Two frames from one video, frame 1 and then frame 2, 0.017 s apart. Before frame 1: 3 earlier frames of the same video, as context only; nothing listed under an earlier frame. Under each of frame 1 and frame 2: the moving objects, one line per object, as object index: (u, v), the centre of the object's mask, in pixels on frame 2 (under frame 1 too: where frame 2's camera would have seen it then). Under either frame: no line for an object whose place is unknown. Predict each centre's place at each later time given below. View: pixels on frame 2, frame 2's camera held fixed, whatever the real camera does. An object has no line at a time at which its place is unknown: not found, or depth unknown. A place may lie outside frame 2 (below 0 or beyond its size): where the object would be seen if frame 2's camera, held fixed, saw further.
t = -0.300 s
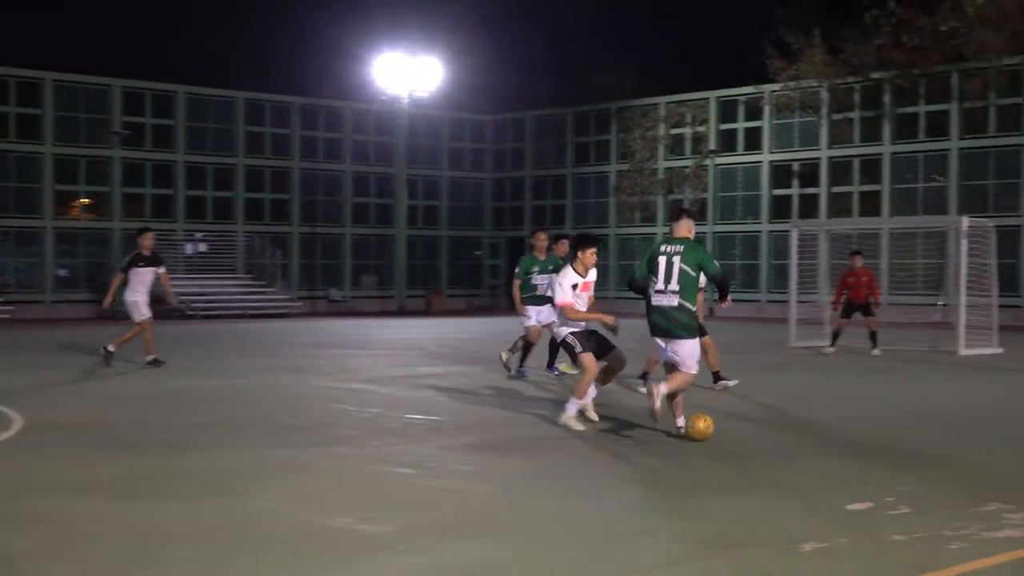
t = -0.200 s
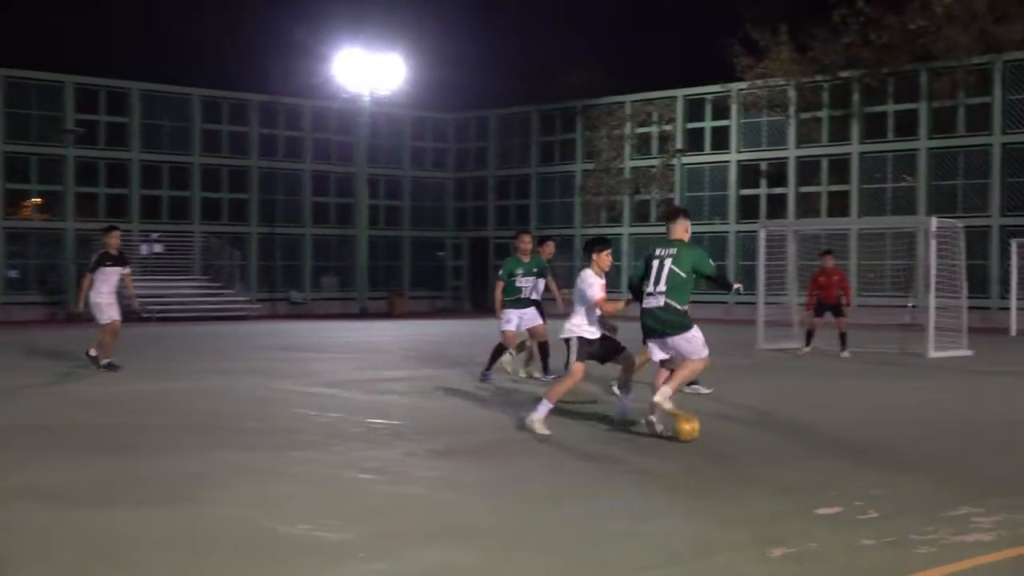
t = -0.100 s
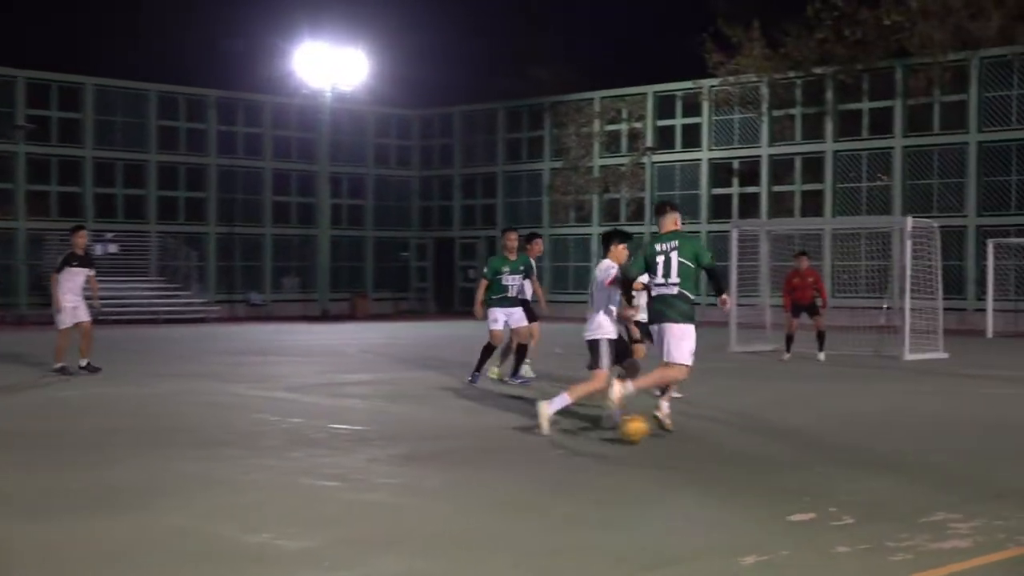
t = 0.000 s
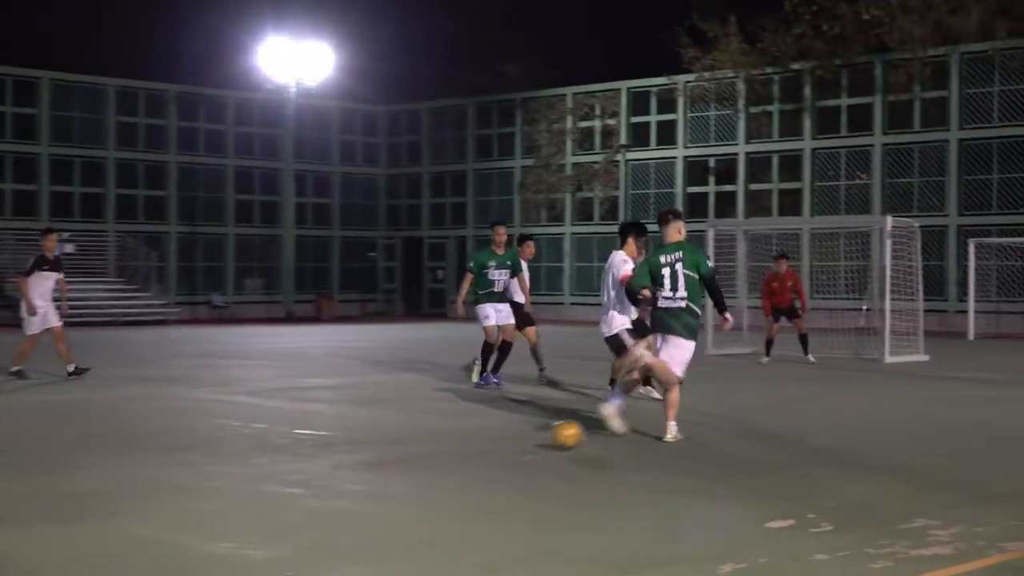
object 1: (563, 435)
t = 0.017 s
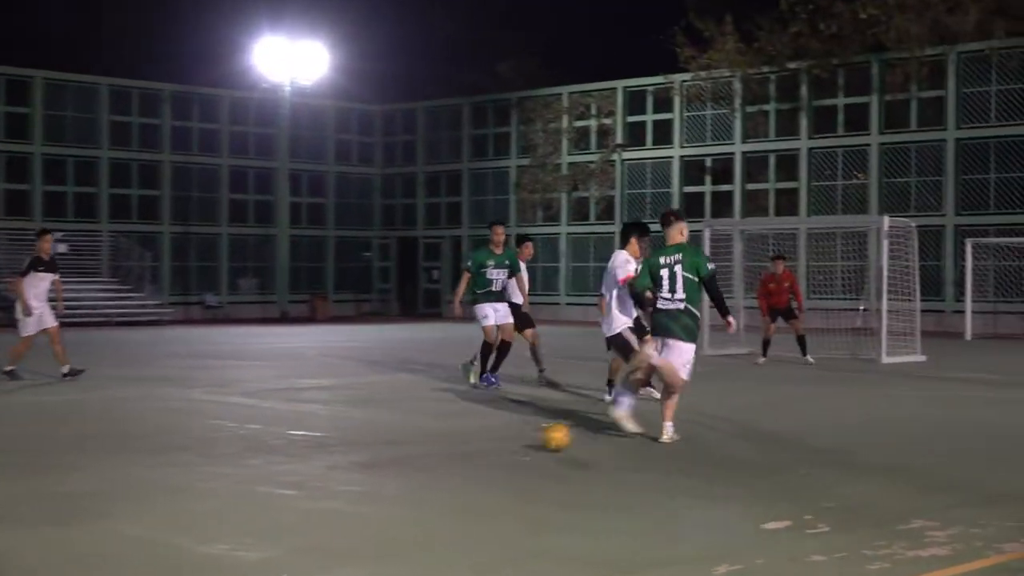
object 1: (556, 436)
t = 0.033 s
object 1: (550, 435)
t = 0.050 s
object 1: (542, 436)
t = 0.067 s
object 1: (534, 435)
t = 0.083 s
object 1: (527, 435)
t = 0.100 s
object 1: (520, 436)
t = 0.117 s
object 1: (513, 435)
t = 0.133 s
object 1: (505, 436)
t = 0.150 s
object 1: (497, 437)
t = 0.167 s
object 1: (490, 436)
